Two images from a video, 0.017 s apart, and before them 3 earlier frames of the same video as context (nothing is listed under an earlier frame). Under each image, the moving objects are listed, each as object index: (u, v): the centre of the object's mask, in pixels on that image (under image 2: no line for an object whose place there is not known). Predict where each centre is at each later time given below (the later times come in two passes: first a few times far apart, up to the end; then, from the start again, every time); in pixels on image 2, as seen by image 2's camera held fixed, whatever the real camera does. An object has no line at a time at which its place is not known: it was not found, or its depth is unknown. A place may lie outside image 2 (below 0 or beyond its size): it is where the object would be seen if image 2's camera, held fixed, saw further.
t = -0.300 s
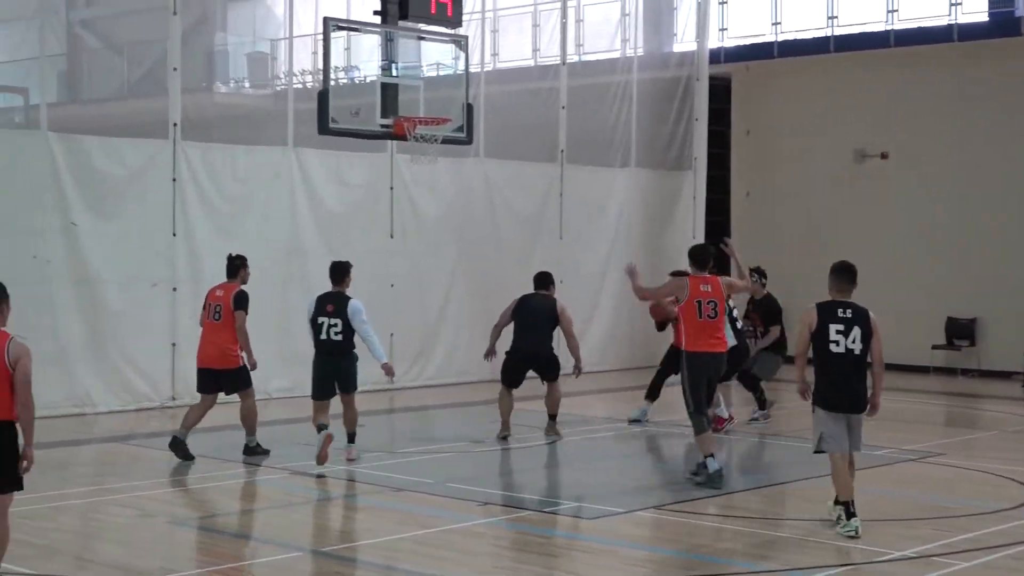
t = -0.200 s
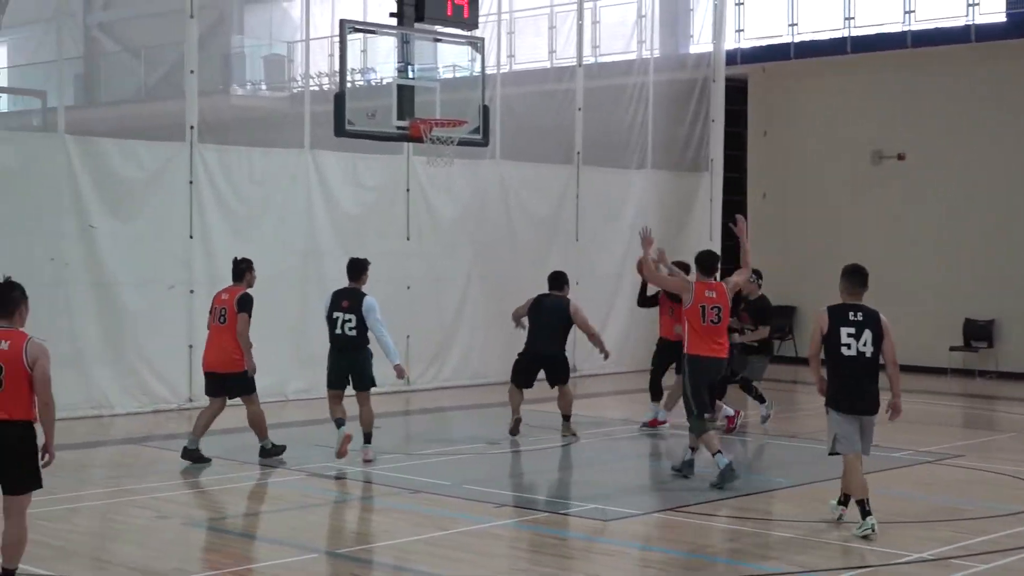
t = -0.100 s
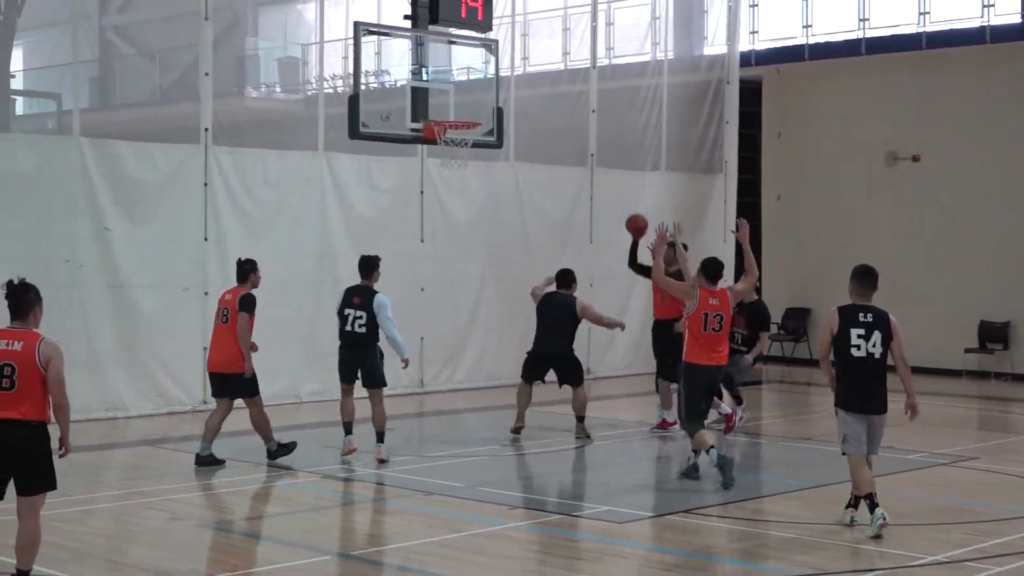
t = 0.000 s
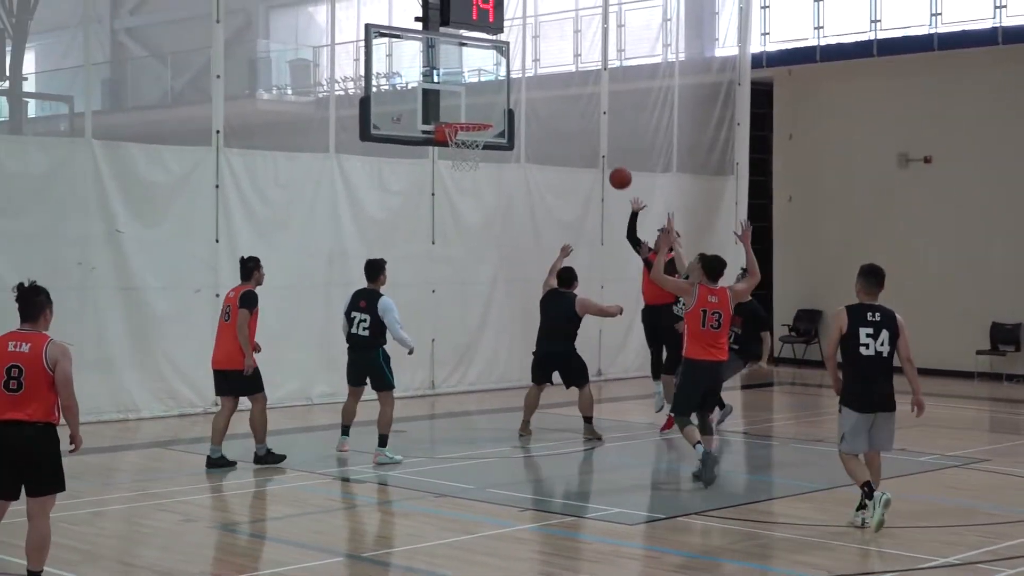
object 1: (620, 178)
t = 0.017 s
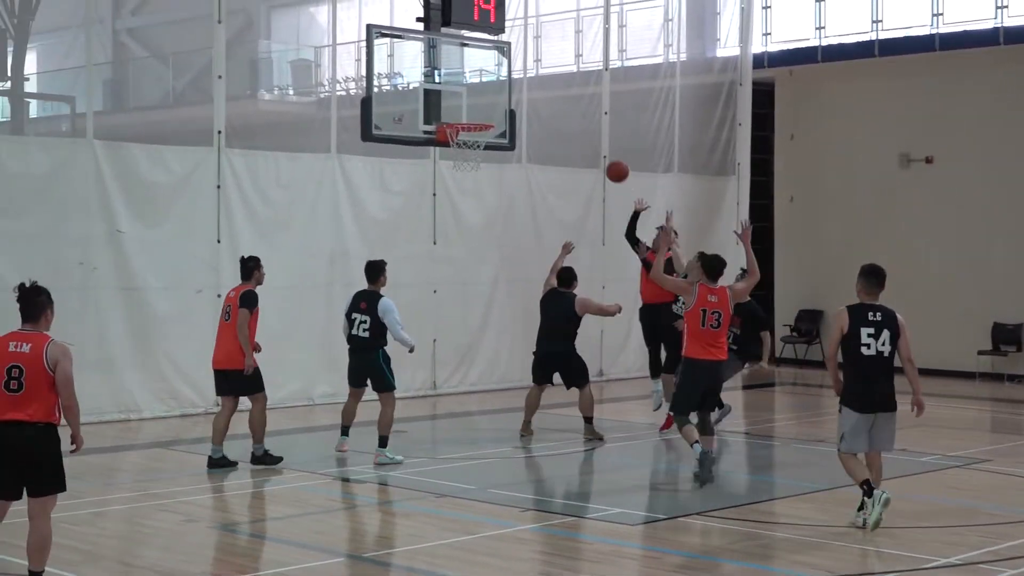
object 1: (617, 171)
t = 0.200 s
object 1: (565, 109)
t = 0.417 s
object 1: (503, 76)
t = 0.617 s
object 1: (473, 82)
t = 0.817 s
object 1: (463, 121)
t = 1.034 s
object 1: (484, 139)
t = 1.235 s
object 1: (462, 164)
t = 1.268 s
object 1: (459, 169)
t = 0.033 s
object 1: (613, 164)
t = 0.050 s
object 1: (608, 158)
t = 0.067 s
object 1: (603, 151)
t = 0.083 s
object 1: (598, 145)
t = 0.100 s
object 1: (594, 139)
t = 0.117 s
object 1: (589, 134)
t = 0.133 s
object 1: (584, 128)
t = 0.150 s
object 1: (580, 123)
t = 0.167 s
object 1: (575, 118)
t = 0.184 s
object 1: (570, 113)
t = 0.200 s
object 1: (565, 109)
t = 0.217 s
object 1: (560, 105)
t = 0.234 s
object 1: (556, 101)
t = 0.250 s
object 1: (551, 97)
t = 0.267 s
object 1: (546, 94)
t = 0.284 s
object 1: (542, 91)
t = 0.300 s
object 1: (536, 88)
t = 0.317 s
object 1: (532, 85)
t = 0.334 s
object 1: (527, 84)
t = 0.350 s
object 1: (523, 81)
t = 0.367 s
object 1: (518, 80)
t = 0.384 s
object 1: (513, 78)
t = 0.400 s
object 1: (508, 77)
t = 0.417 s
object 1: (503, 76)
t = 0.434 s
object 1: (499, 75)
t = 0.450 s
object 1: (493, 75)
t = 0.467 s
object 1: (489, 74)
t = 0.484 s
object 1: (484, 74)
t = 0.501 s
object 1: (482, 75)
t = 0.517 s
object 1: (481, 75)
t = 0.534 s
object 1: (479, 75)
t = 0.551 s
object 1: (478, 76)
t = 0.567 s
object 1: (477, 77)
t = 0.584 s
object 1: (476, 79)
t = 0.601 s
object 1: (474, 80)
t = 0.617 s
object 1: (473, 82)
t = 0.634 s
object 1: (472, 84)
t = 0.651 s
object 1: (470, 87)
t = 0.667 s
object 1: (469, 90)
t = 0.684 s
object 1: (468, 93)
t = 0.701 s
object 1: (467, 96)
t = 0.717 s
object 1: (465, 100)
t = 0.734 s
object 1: (464, 104)
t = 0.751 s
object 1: (462, 108)
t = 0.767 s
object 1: (461, 112)
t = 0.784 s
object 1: (460, 116)
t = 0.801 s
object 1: (459, 118)
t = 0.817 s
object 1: (463, 121)
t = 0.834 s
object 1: (468, 123)
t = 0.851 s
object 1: (474, 126)
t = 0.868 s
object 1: (480, 129)
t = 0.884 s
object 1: (484, 135)
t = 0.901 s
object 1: (485, 136)
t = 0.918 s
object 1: (487, 136)
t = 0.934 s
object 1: (488, 136)
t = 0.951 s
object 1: (489, 136)
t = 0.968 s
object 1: (489, 136)
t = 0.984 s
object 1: (488, 137)
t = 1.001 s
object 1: (489, 137)
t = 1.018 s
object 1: (489, 136)
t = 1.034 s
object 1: (484, 139)
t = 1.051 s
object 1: (482, 146)
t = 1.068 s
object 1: (481, 148)
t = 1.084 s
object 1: (479, 149)
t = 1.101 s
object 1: (477, 150)
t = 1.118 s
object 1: (476, 151)
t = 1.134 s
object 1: (474, 153)
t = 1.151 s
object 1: (471, 153)
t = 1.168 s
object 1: (470, 154)
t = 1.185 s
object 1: (469, 156)
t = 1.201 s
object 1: (464, 163)
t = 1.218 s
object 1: (464, 162)
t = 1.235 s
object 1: (462, 164)
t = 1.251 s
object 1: (460, 166)
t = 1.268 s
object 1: (459, 169)
